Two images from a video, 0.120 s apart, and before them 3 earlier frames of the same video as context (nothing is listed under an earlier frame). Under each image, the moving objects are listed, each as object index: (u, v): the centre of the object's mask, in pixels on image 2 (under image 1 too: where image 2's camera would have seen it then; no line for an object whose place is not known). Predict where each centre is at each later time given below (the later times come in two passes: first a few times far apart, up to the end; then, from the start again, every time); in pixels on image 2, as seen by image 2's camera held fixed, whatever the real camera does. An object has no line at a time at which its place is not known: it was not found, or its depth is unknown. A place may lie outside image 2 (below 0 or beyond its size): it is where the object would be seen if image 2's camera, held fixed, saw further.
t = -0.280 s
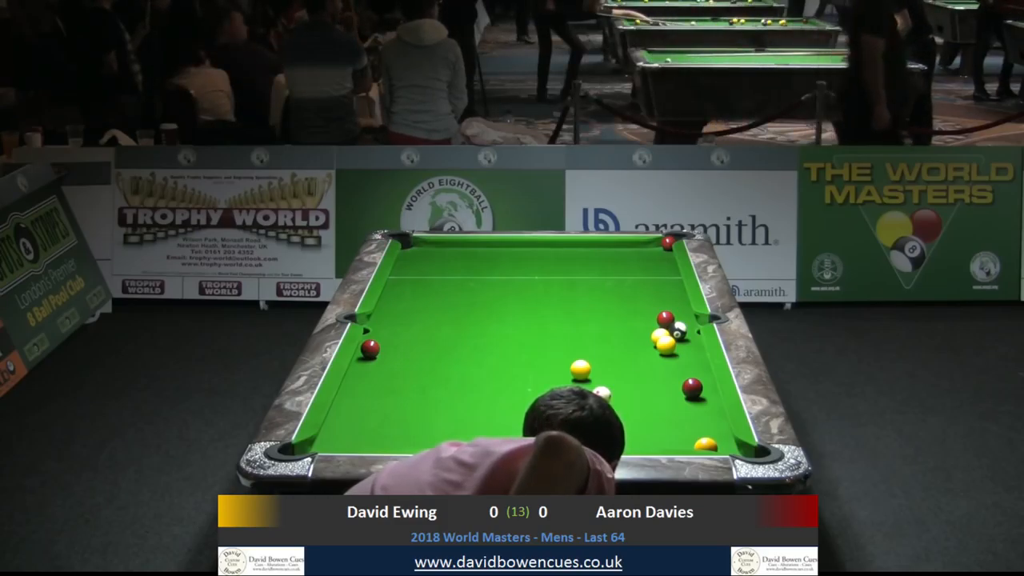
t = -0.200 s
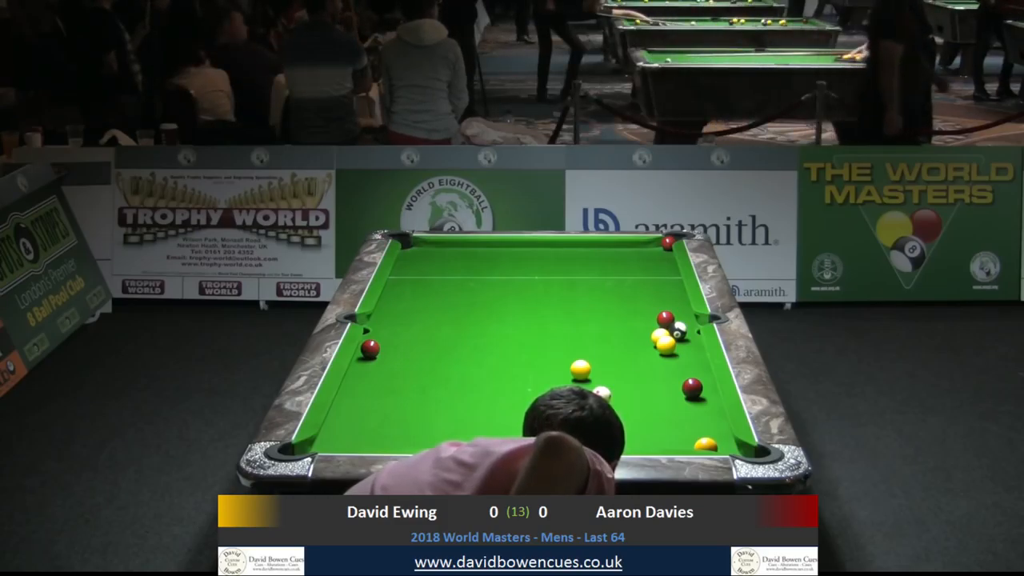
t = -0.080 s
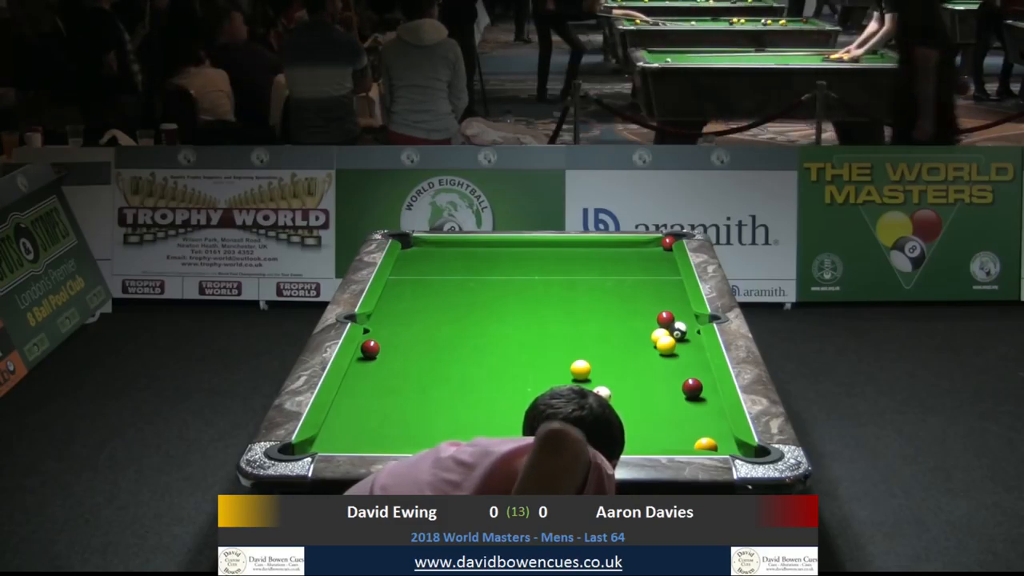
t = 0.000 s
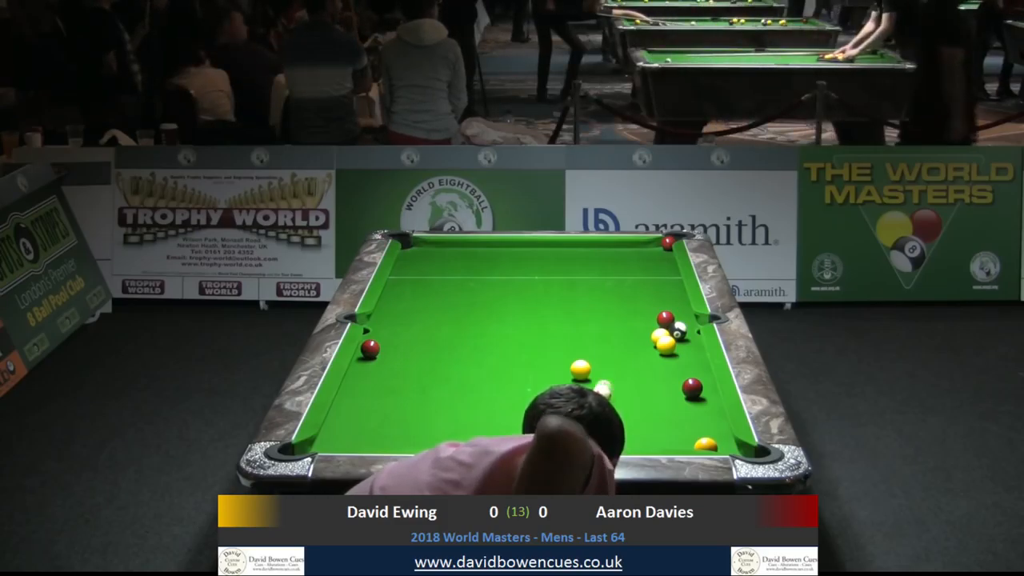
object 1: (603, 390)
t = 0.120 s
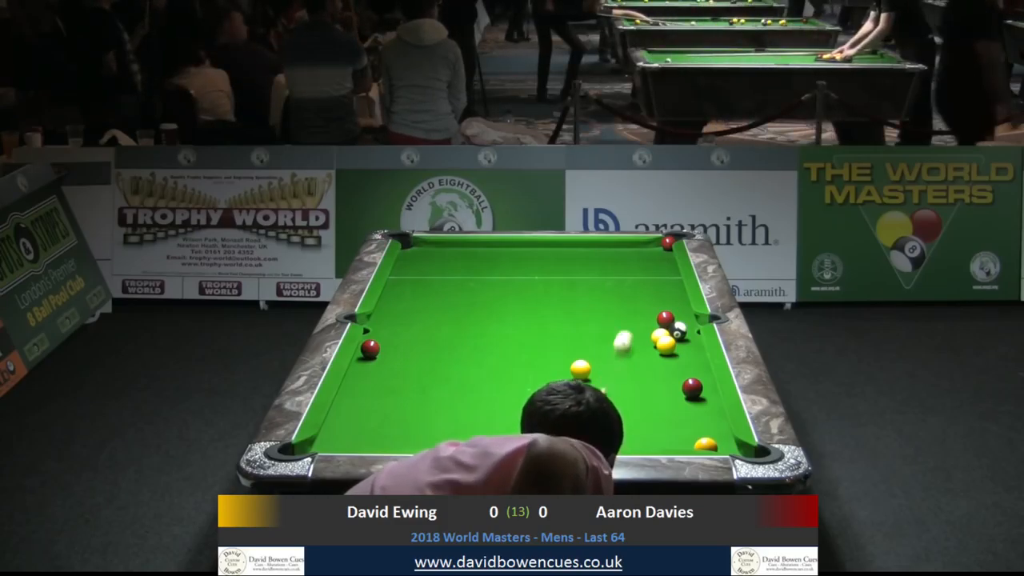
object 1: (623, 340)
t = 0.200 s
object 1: (634, 314)
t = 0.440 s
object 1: (656, 257)
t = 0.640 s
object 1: (638, 243)
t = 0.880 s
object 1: (602, 245)
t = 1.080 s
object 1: (572, 248)
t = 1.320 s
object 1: (538, 250)
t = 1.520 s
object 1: (511, 252)
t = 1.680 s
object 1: (489, 254)
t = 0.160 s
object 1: (628, 327)
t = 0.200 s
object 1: (634, 314)
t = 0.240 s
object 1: (638, 302)
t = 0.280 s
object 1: (643, 292)
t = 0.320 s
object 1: (647, 282)
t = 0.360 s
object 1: (650, 273)
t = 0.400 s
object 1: (653, 265)
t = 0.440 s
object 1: (656, 257)
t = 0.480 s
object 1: (659, 251)
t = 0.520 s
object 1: (659, 246)
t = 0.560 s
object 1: (651, 245)
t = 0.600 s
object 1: (644, 244)
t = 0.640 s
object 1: (638, 243)
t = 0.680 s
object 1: (632, 243)
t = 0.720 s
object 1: (625, 244)
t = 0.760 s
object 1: (619, 244)
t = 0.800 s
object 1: (613, 245)
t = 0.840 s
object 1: (608, 245)
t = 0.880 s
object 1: (602, 245)
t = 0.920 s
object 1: (596, 246)
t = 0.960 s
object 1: (590, 246)
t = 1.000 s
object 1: (584, 247)
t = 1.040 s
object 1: (578, 247)
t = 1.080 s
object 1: (572, 248)
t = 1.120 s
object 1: (567, 248)
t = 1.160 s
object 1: (561, 249)
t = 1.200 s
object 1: (555, 249)
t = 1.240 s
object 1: (549, 250)
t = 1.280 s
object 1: (544, 250)
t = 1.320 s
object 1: (538, 250)
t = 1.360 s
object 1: (533, 251)
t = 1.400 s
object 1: (527, 251)
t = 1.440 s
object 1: (522, 252)
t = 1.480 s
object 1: (516, 252)
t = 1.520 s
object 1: (511, 252)
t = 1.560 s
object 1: (505, 253)
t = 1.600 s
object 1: (500, 253)
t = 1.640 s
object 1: (495, 254)
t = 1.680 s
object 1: (489, 254)
